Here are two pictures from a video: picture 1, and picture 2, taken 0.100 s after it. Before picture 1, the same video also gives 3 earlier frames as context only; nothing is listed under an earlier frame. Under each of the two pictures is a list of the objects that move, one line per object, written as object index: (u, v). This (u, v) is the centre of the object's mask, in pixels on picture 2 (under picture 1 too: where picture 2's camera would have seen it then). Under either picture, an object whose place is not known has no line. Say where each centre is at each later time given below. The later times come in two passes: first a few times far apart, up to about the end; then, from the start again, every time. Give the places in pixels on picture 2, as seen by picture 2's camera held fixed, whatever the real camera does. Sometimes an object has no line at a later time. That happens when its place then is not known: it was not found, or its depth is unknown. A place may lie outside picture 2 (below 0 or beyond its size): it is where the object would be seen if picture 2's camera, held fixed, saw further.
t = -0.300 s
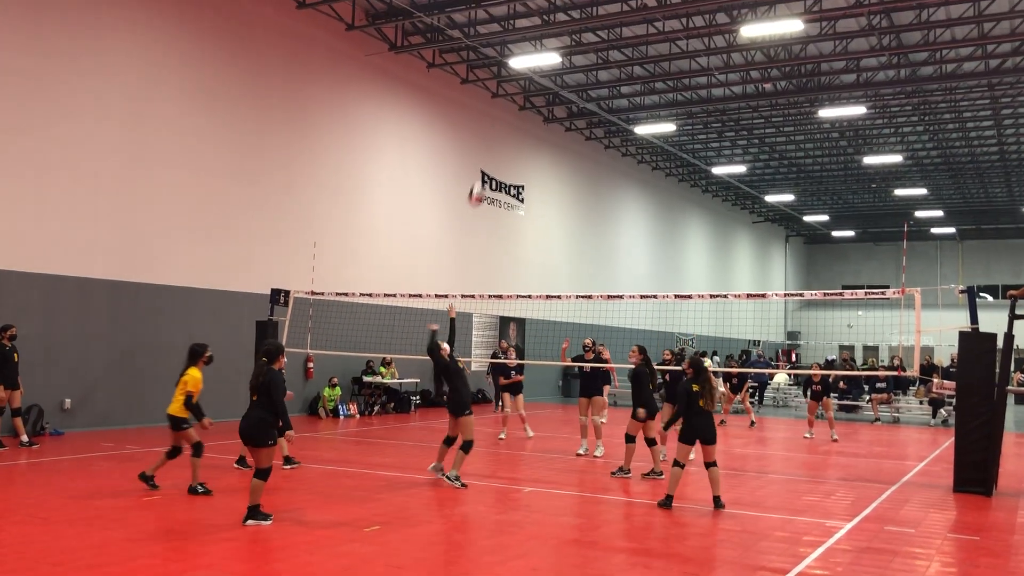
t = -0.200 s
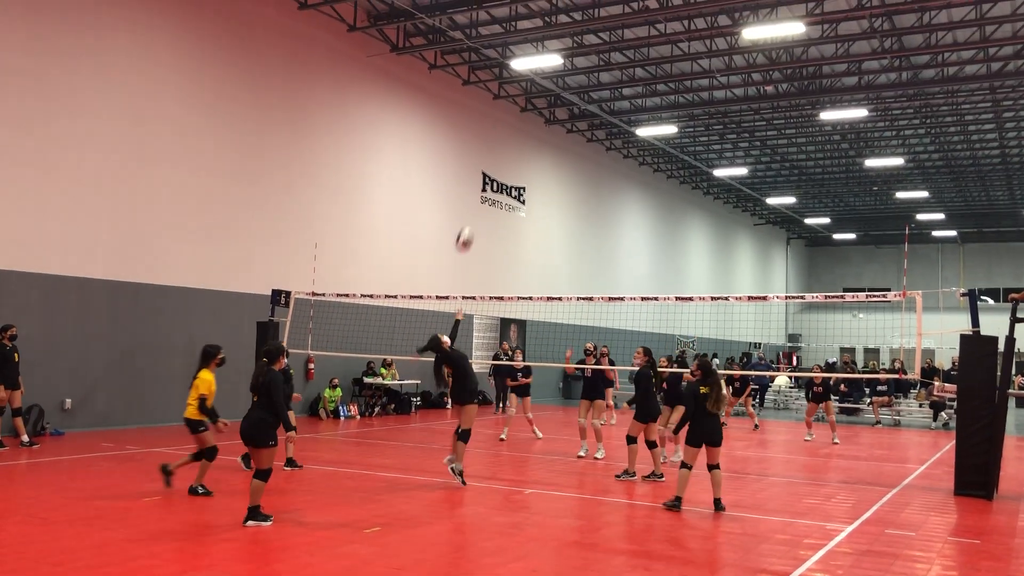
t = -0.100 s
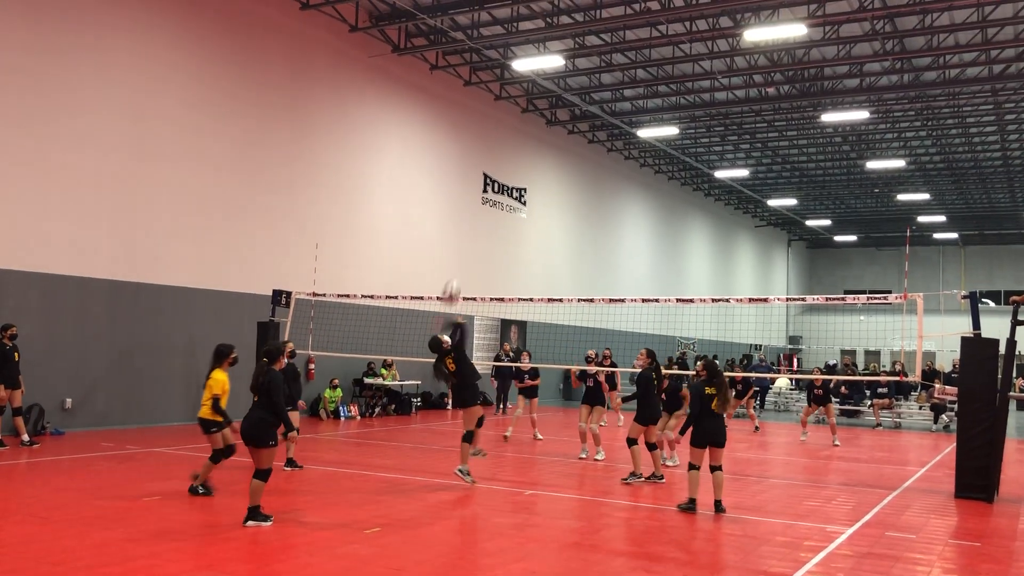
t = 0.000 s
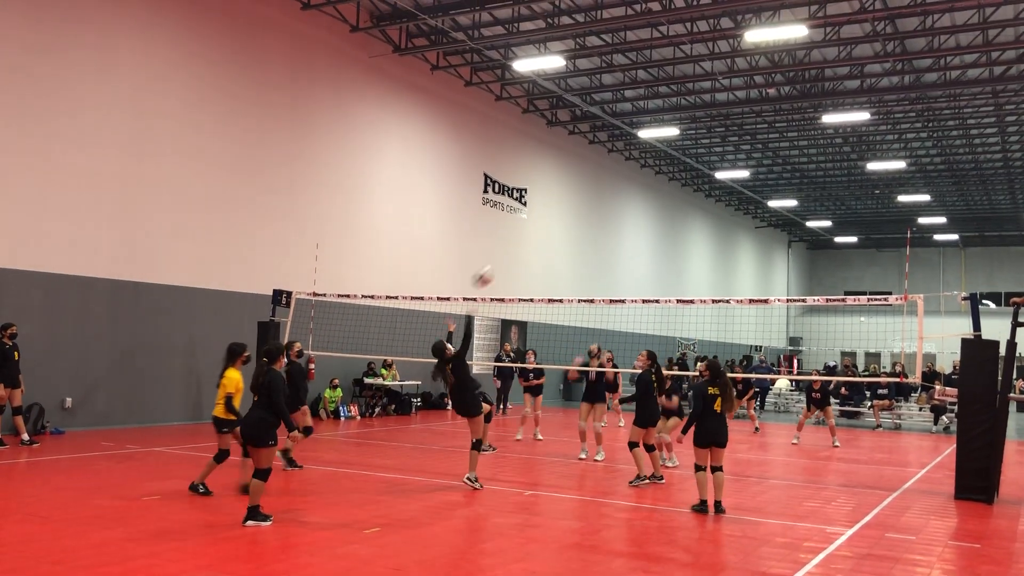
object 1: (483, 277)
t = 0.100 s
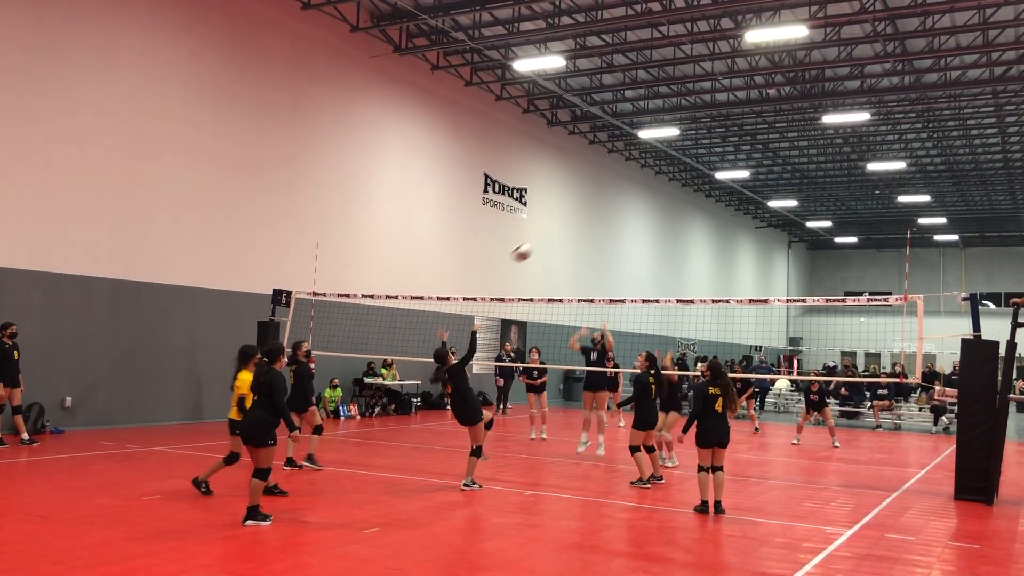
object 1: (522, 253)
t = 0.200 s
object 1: (554, 239)
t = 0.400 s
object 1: (607, 237)
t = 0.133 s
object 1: (533, 247)
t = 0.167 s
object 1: (544, 242)
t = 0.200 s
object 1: (554, 239)
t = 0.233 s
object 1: (565, 237)
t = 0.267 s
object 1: (574, 235)
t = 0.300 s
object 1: (583, 234)
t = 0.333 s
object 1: (591, 235)
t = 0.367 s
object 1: (599, 236)
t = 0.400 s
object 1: (607, 237)
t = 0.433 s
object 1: (615, 239)
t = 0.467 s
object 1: (621, 242)
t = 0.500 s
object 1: (628, 246)
